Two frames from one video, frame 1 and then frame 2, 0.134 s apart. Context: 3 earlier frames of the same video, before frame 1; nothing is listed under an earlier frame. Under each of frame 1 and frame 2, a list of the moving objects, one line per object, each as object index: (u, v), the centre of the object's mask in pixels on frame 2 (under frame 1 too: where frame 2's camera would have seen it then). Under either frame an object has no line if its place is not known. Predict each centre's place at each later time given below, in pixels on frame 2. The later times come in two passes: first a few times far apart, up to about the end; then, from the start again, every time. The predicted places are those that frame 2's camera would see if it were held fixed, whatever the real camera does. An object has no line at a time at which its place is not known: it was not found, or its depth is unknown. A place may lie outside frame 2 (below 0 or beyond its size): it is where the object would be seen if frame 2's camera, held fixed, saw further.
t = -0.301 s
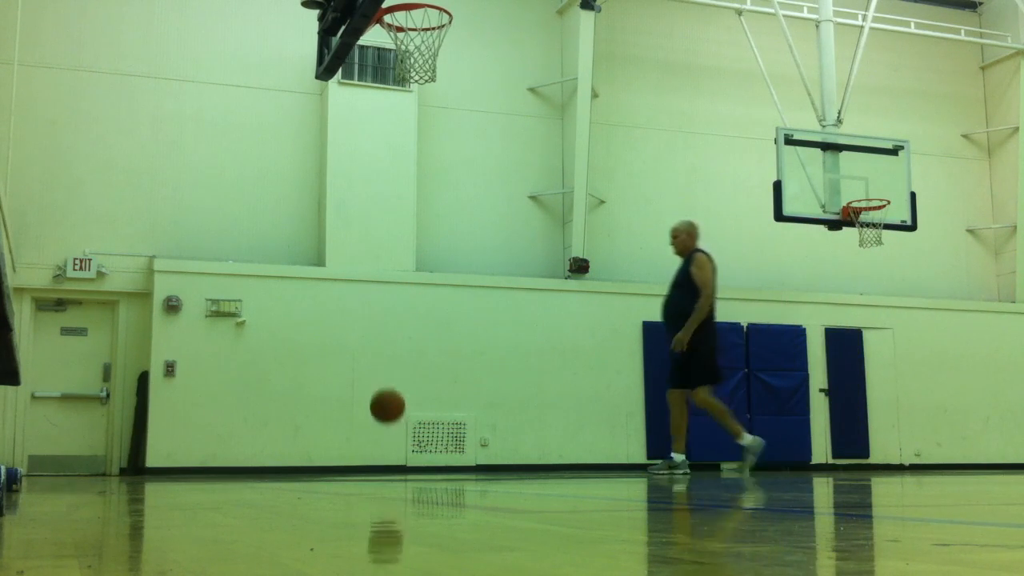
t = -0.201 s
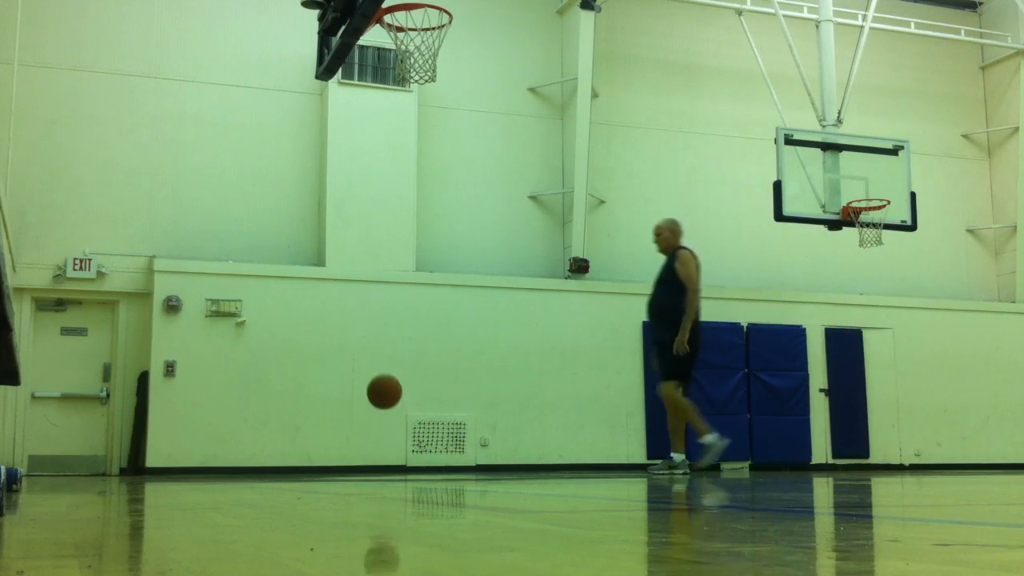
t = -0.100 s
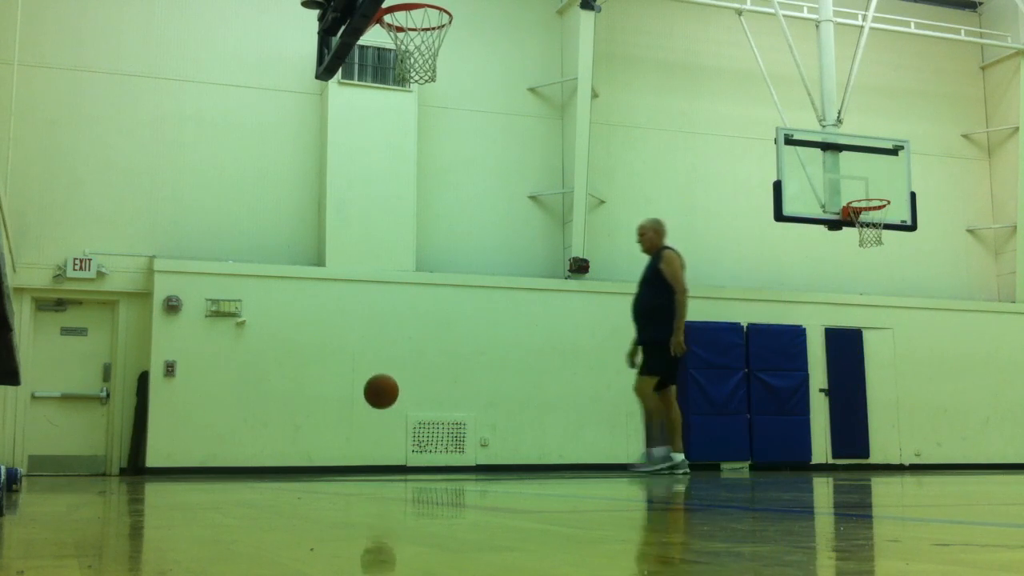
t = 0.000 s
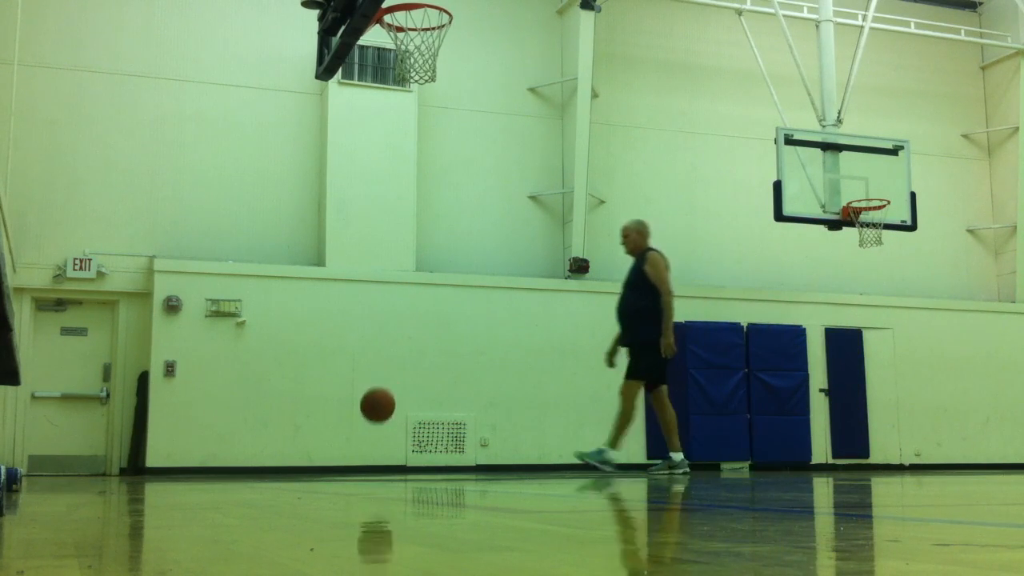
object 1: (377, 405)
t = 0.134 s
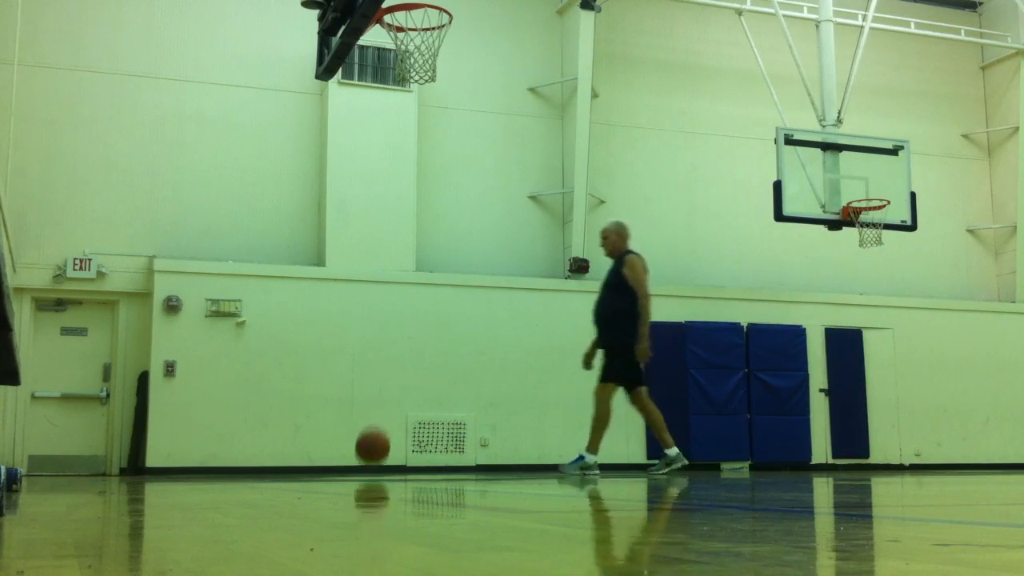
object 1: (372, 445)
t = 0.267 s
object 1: (369, 430)
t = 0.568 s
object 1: (362, 430)
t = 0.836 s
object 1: (355, 431)
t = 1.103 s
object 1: (348, 454)
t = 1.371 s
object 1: (340, 448)
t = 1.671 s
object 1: (331, 452)
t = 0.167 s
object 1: (371, 457)
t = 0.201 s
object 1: (370, 447)
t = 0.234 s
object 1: (370, 438)
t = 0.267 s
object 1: (369, 430)
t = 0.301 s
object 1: (368, 424)
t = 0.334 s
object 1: (368, 419)
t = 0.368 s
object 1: (367, 416)
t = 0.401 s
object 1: (366, 415)
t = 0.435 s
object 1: (366, 415)
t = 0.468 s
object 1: (365, 416)
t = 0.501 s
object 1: (364, 419)
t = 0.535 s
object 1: (363, 424)
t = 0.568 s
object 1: (362, 430)
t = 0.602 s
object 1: (361, 438)
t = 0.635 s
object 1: (360, 447)
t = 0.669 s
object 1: (359, 457)
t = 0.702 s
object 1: (358, 451)
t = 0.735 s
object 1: (358, 443)
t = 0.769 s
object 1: (357, 438)
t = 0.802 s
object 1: (356, 433)
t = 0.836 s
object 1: (355, 431)
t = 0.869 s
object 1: (354, 430)
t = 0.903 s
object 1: (354, 430)
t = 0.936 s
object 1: (353, 432)
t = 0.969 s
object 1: (352, 436)
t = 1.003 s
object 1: (351, 441)
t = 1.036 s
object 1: (350, 447)
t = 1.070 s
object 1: (349, 455)
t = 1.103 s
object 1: (348, 454)
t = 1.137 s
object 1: (347, 448)
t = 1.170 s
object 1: (346, 444)
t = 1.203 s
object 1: (345, 441)
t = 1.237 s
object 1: (344, 439)
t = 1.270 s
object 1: (343, 439)
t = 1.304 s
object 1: (342, 441)
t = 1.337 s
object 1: (341, 444)
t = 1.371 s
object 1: (340, 448)
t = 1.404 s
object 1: (339, 453)
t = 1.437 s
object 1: (338, 455)
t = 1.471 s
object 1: (337, 452)
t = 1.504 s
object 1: (336, 448)
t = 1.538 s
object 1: (335, 446)
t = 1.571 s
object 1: (334, 446)
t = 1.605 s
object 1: (333, 446)
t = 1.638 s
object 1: (332, 449)
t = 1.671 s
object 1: (331, 452)
